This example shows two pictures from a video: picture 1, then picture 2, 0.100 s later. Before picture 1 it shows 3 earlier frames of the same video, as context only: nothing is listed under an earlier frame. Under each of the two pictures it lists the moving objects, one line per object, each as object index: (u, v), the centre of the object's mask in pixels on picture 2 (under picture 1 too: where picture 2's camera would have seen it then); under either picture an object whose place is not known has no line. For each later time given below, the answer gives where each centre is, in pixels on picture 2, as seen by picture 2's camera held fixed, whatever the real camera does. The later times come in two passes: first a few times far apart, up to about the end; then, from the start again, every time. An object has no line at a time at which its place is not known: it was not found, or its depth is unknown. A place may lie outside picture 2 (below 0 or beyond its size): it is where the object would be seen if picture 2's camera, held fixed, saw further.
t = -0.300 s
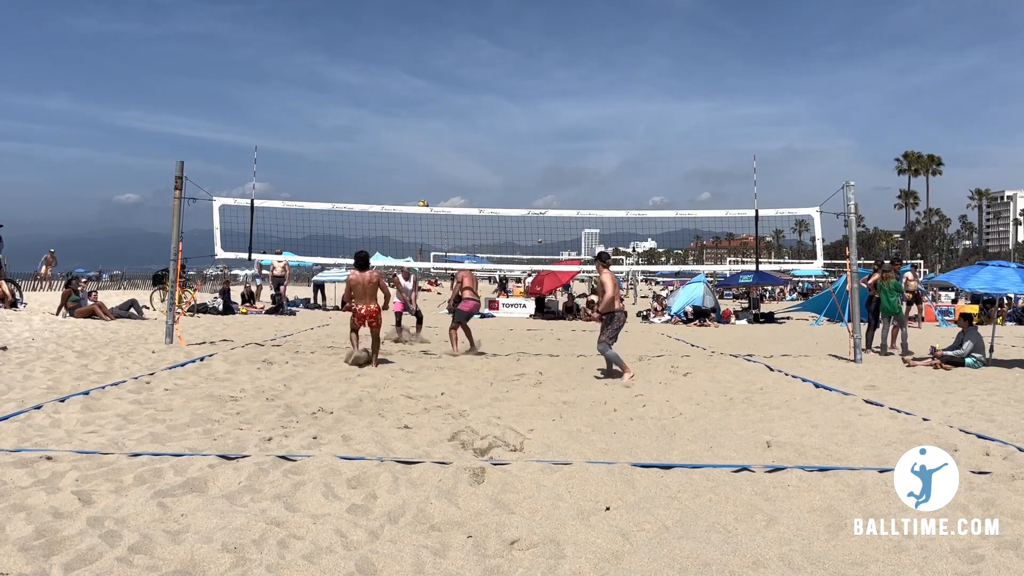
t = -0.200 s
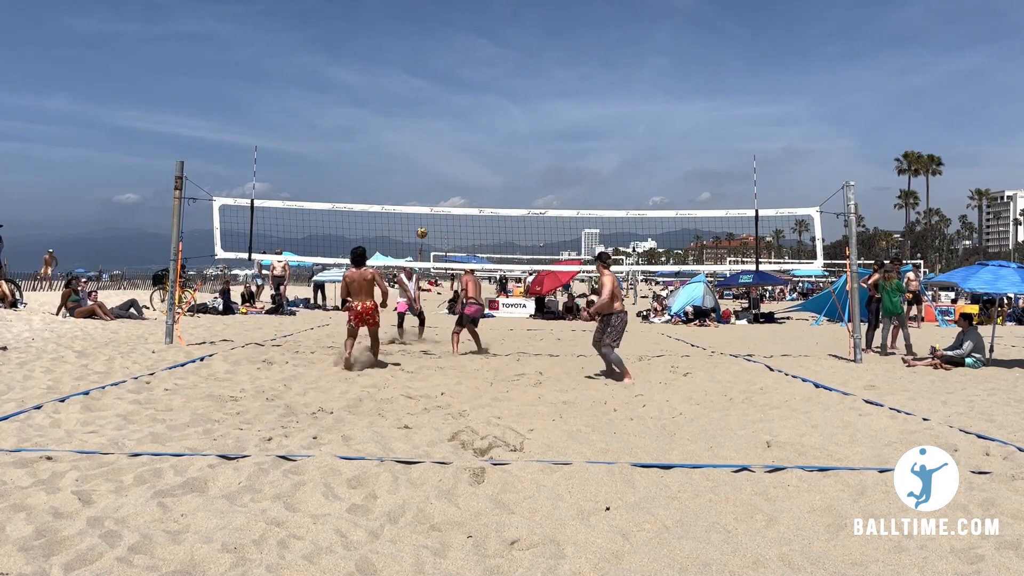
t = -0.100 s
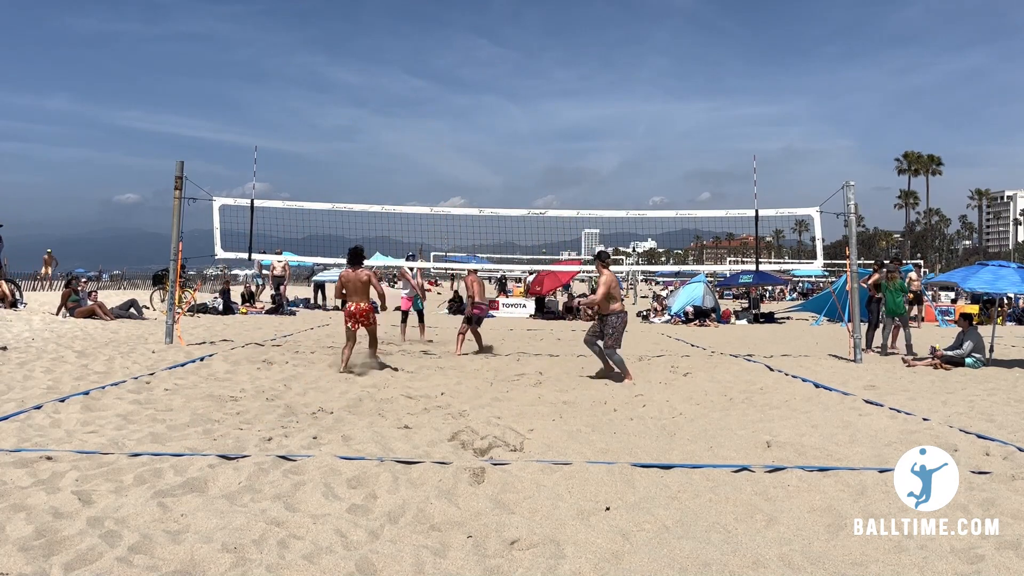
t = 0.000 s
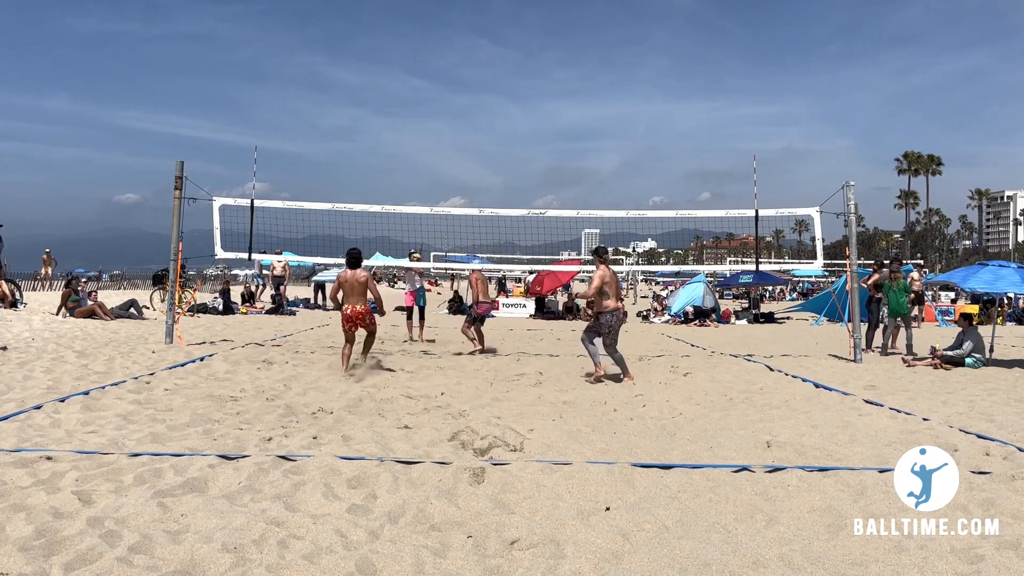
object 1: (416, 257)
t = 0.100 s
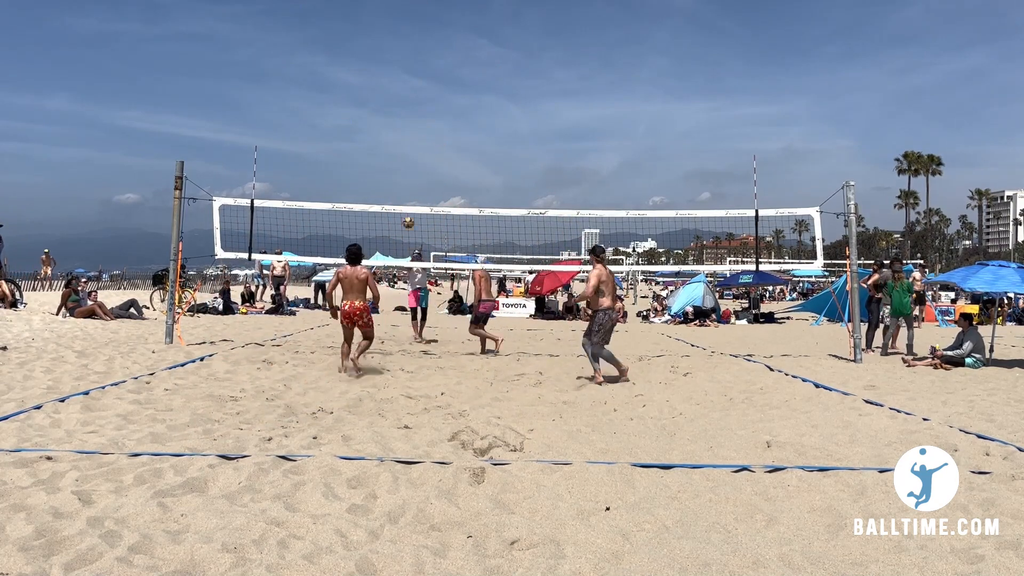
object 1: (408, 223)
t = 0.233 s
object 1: (396, 179)
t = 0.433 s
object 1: (377, 126)
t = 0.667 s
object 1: (351, 86)
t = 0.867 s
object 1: (325, 78)
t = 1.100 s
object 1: (288, 118)
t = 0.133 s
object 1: (405, 215)
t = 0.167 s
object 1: (402, 200)
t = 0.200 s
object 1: (399, 190)
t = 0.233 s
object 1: (396, 179)
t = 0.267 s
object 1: (393, 169)
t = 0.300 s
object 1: (390, 160)
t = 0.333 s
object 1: (387, 151)
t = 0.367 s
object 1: (383, 142)
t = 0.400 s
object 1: (380, 134)
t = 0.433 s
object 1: (377, 126)
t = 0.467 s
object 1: (373, 118)
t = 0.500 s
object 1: (370, 111)
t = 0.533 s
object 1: (366, 105)
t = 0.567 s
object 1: (362, 99)
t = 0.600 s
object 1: (358, 94)
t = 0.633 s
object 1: (354, 89)
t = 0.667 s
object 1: (351, 86)
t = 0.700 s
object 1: (346, 83)
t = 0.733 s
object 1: (342, 80)
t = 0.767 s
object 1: (338, 78)
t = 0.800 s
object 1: (334, 77)
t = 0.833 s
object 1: (329, 77)
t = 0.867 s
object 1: (325, 78)
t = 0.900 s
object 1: (320, 80)
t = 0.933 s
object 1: (315, 83)
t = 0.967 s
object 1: (310, 88)
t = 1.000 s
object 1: (305, 93)
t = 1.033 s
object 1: (299, 100)
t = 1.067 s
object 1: (294, 108)
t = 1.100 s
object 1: (288, 118)
